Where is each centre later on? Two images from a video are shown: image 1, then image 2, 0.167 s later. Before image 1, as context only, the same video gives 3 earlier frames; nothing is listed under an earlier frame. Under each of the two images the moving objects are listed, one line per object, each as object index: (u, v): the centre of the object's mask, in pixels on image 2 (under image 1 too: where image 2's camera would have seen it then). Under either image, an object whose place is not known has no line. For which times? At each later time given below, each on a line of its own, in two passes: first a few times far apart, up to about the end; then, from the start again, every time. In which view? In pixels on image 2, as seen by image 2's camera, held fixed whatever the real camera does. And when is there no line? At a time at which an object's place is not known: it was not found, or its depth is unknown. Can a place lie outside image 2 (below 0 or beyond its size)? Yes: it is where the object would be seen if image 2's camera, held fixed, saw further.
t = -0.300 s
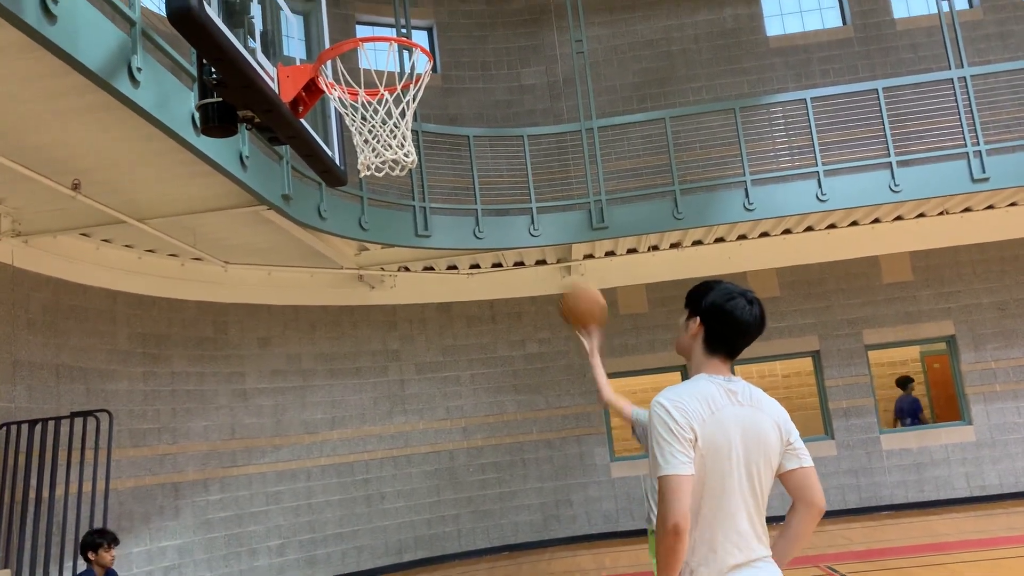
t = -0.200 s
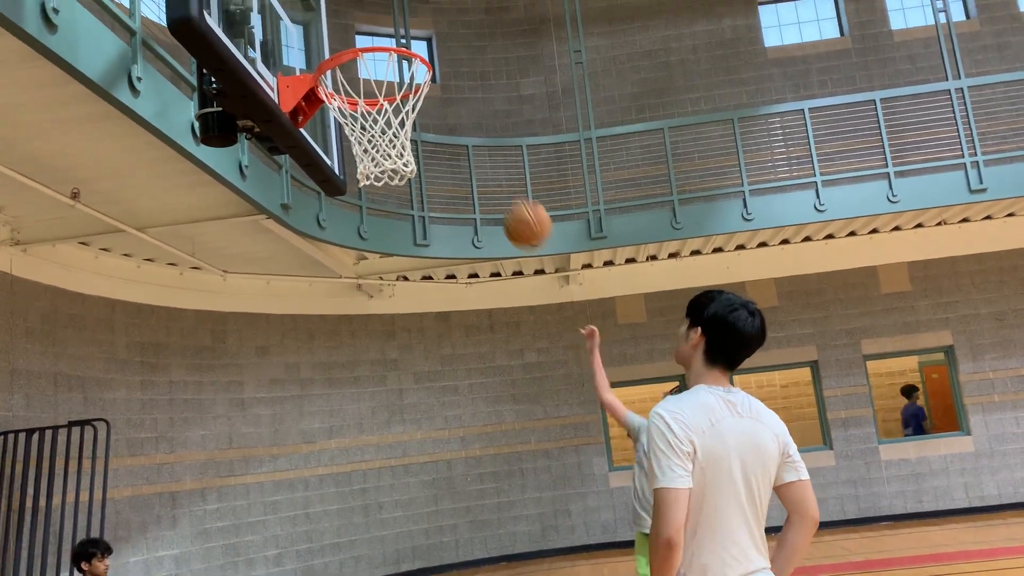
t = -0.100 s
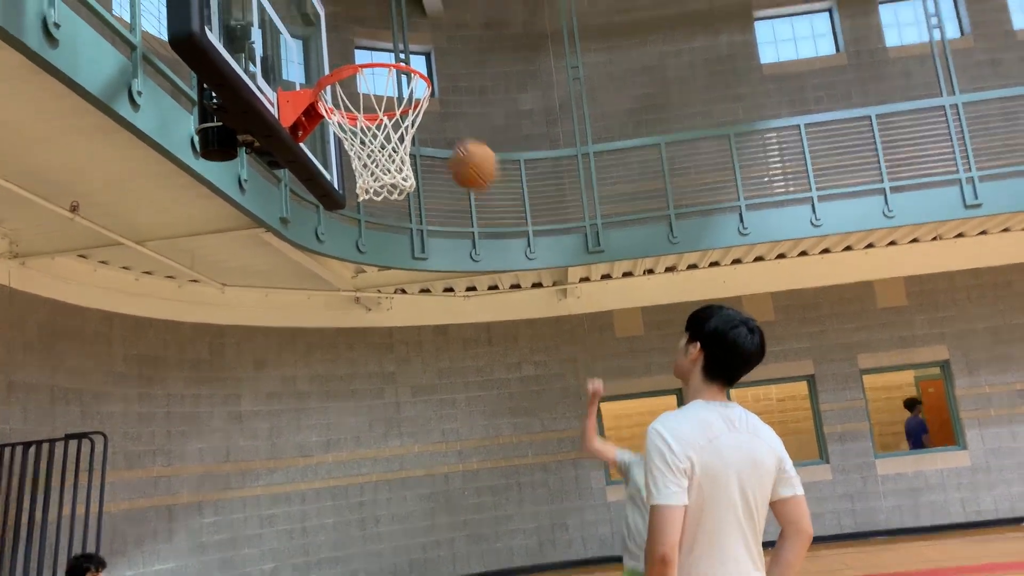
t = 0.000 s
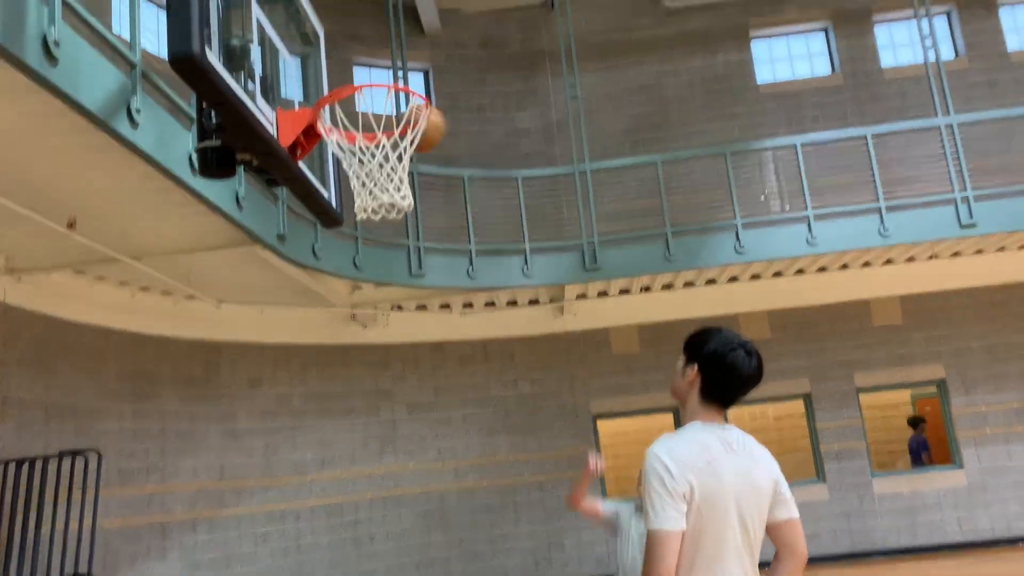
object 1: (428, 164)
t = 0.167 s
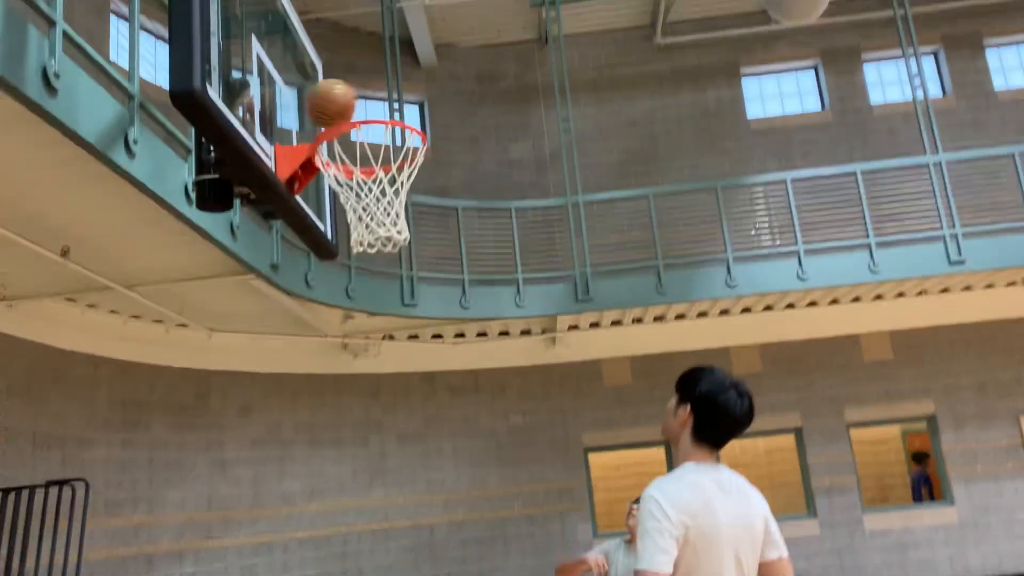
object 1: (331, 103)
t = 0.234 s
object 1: (332, 97)
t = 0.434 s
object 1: (406, 123)
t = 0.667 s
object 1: (377, 138)
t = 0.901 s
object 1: (370, 207)
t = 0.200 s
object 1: (323, 100)
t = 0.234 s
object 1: (332, 97)
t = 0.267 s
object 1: (343, 96)
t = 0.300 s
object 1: (353, 97)
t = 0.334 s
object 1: (366, 99)
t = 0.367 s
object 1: (378, 102)
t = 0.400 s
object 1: (389, 112)
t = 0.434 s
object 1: (406, 123)
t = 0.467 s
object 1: (406, 130)
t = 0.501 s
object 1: (400, 128)
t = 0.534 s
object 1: (396, 120)
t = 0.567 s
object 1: (388, 119)
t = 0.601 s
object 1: (381, 120)
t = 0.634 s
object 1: (376, 129)
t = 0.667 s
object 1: (377, 138)
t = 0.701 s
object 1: (377, 149)
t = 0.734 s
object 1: (371, 155)
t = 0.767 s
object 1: (368, 165)
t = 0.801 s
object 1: (367, 179)
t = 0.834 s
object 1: (368, 190)
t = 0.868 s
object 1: (368, 196)
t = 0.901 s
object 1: (370, 207)
